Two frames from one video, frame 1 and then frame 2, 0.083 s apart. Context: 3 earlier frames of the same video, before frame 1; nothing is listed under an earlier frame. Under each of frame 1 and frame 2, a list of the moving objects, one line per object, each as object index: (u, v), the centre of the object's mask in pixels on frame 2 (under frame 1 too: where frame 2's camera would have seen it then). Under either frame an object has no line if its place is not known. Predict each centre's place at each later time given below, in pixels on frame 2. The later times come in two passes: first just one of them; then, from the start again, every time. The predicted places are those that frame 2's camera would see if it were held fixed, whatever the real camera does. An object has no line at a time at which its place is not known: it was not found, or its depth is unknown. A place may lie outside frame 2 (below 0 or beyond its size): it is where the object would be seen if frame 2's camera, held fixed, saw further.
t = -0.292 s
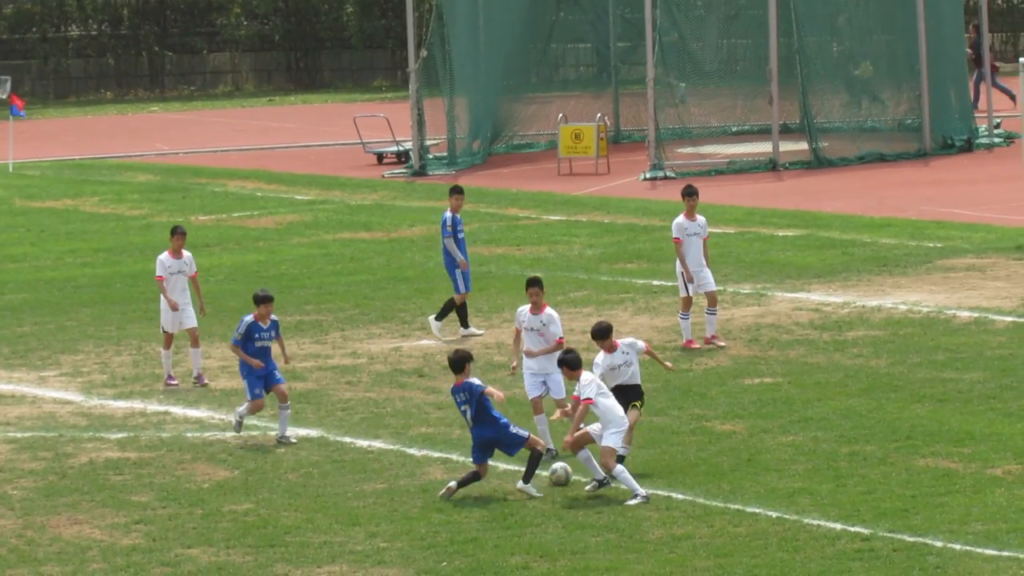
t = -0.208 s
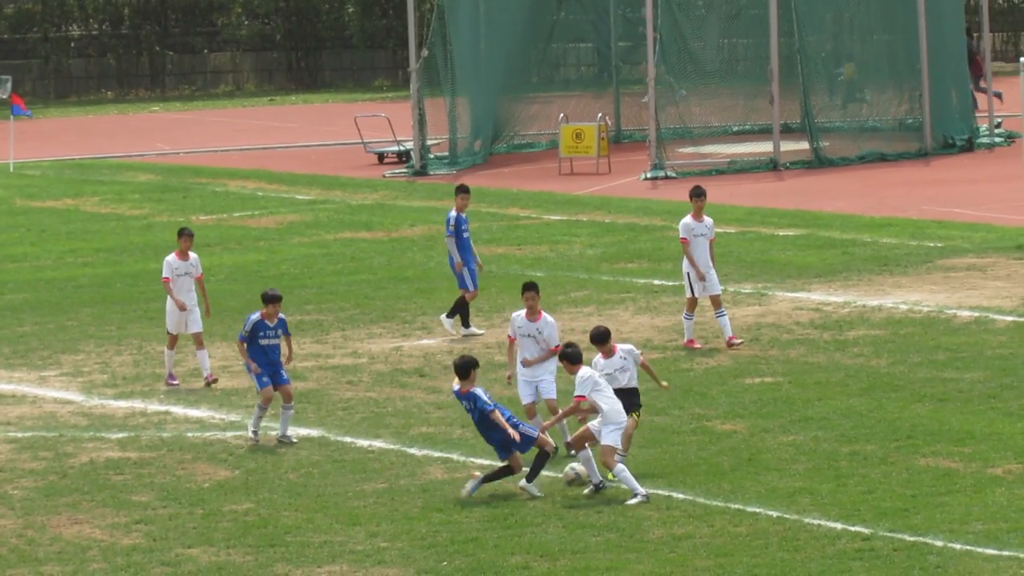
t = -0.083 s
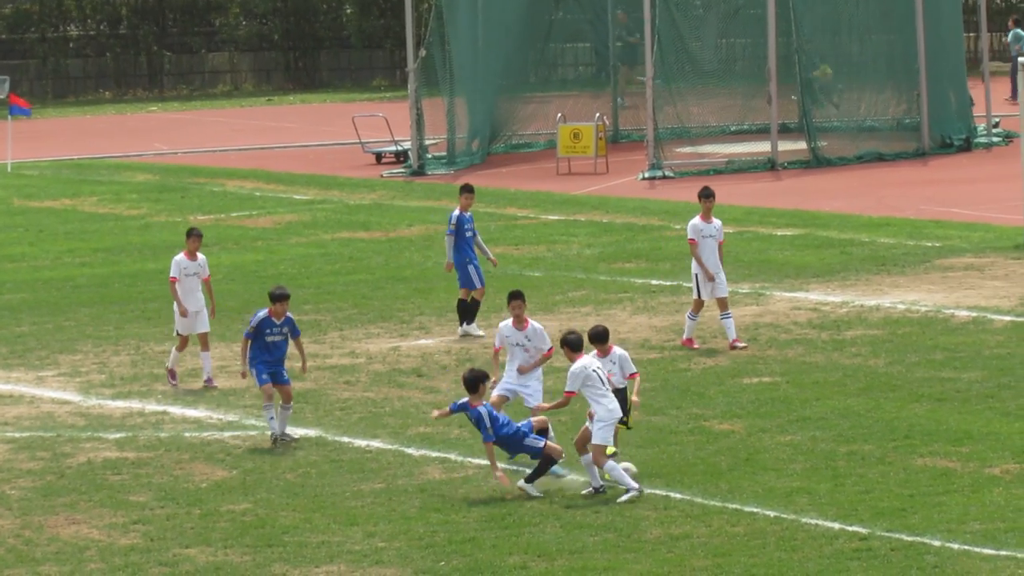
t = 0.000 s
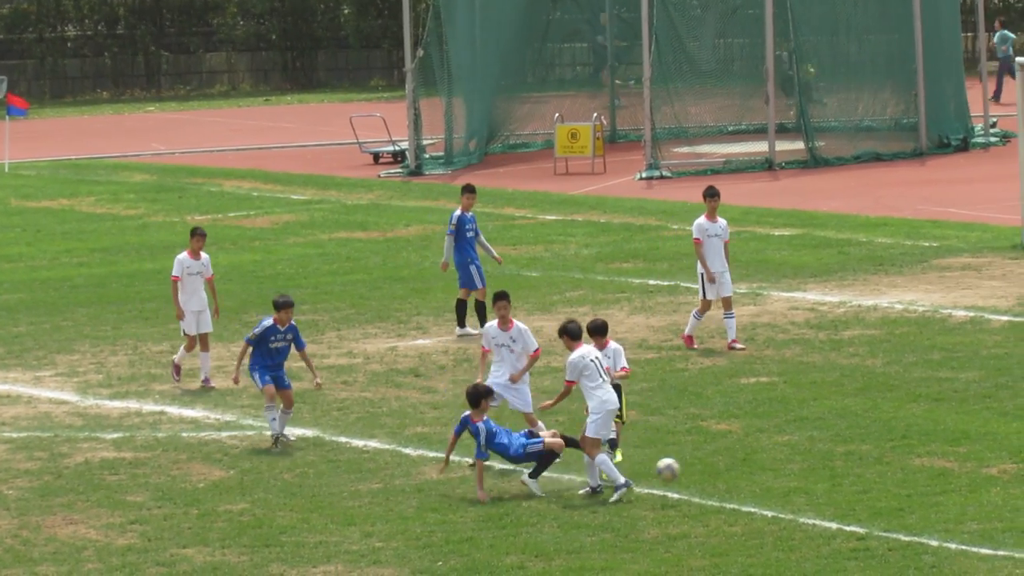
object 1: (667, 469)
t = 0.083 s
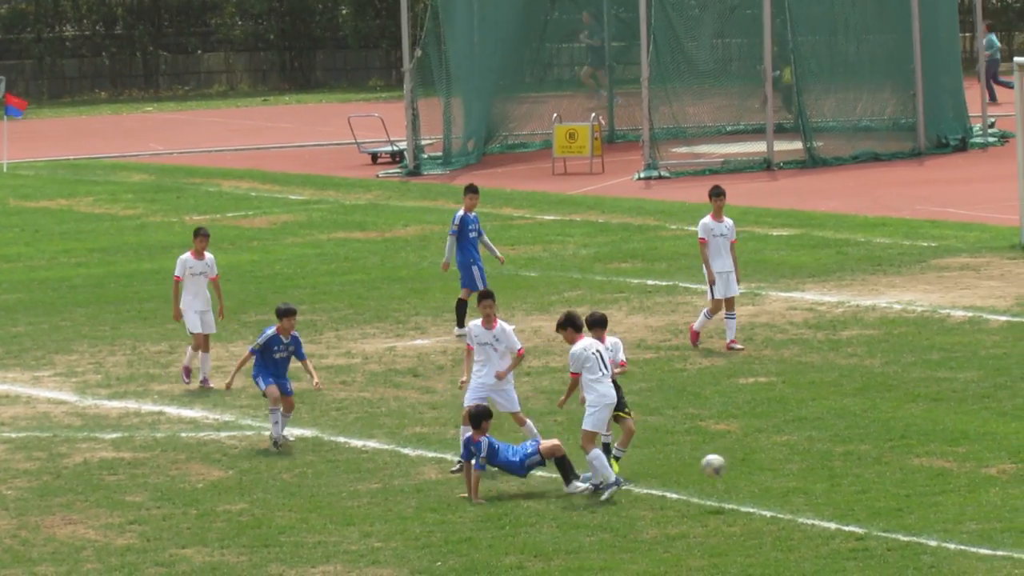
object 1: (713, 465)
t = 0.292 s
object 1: (836, 489)
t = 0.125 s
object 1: (738, 466)
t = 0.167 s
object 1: (762, 469)
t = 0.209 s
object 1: (785, 475)
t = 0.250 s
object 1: (810, 481)
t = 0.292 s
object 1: (836, 489)
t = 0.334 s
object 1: (862, 501)
